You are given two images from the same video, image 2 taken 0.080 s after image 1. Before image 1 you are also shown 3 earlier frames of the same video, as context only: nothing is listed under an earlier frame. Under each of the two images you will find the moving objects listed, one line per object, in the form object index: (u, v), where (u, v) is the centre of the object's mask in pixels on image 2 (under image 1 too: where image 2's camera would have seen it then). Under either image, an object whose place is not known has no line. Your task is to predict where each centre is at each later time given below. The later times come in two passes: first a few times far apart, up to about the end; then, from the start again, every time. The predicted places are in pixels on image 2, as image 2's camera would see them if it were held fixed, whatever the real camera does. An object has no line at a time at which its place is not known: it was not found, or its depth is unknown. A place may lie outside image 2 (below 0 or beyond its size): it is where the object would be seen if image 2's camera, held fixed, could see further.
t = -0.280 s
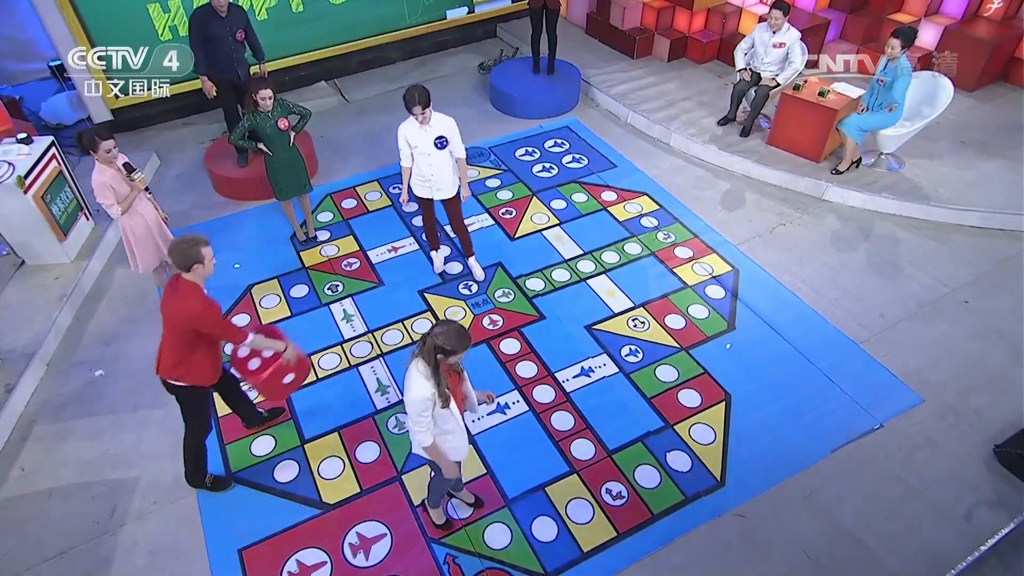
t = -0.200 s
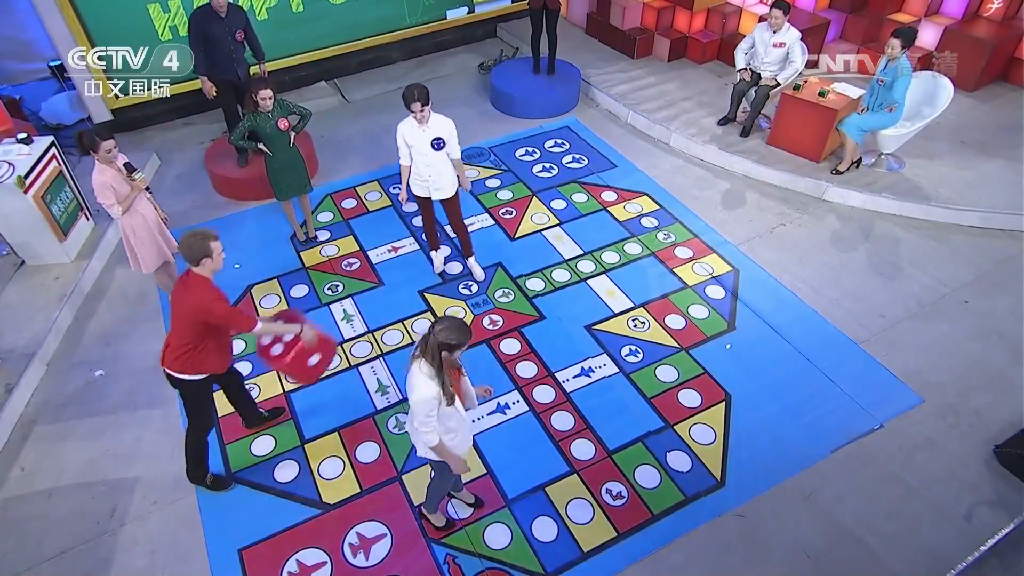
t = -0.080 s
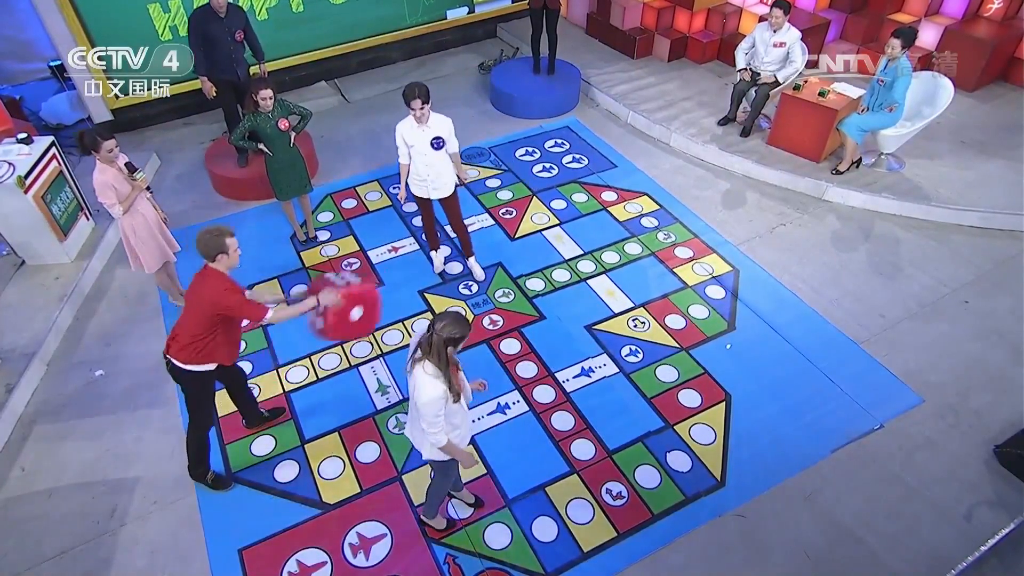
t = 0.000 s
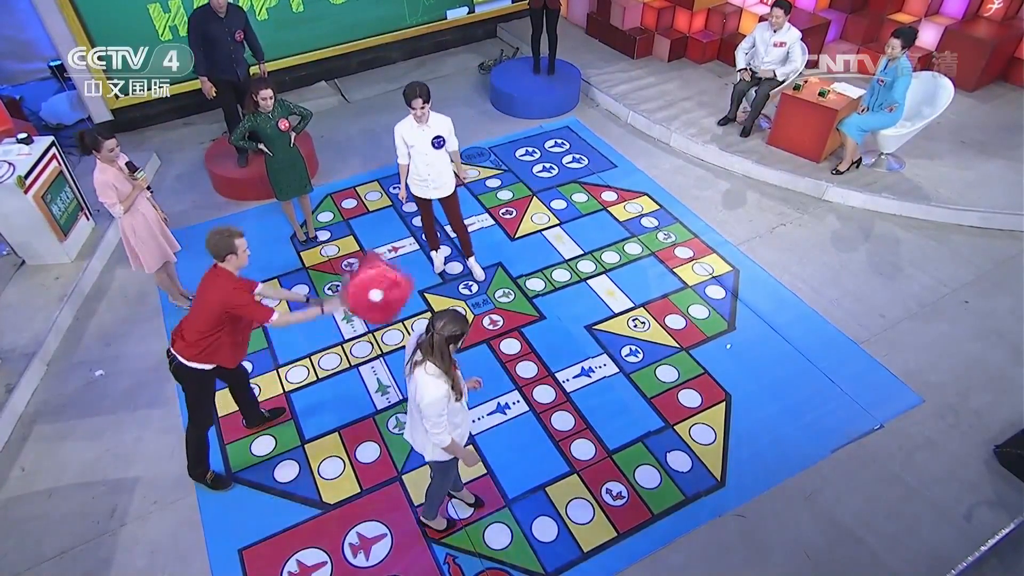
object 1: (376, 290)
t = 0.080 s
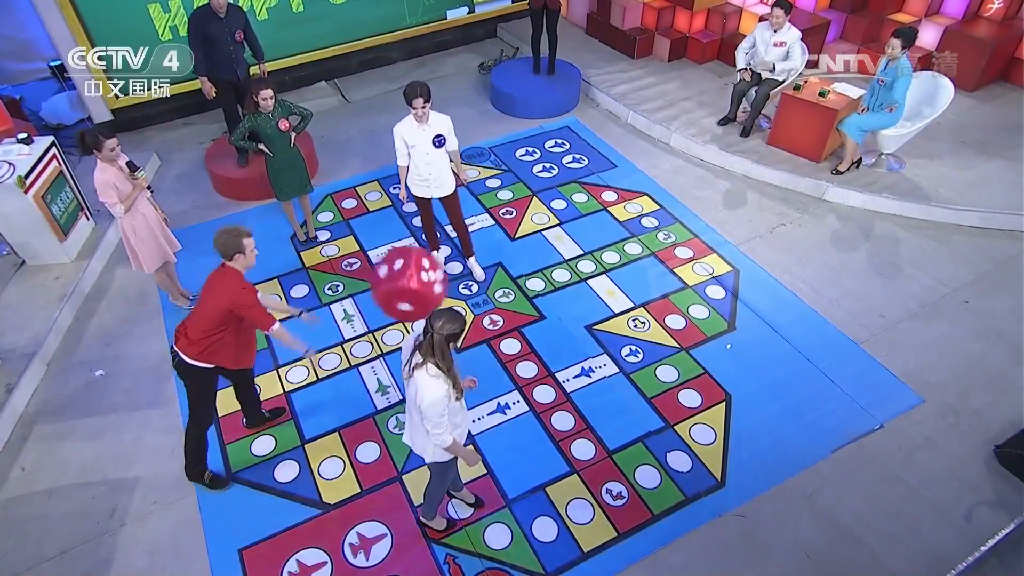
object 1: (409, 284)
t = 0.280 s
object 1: (484, 298)
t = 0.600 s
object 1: (562, 316)
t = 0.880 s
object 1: (610, 316)
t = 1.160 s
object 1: (642, 307)
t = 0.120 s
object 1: (425, 282)
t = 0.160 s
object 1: (439, 283)
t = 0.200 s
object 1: (456, 285)
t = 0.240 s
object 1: (470, 290)
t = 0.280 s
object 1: (484, 298)
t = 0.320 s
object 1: (499, 304)
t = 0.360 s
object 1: (511, 312)
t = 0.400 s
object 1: (524, 319)
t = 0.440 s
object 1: (533, 324)
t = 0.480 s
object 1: (541, 320)
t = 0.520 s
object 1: (549, 318)
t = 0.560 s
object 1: (555, 317)
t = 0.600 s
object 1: (562, 316)
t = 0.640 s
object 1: (570, 317)
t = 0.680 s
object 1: (577, 318)
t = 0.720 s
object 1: (583, 315)
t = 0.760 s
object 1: (590, 314)
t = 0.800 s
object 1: (596, 313)
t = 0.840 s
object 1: (602, 315)
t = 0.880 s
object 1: (610, 316)
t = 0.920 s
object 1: (614, 315)
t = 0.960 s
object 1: (620, 313)
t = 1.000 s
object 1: (624, 311)
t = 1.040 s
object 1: (629, 310)
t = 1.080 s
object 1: (633, 309)
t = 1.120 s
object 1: (638, 308)
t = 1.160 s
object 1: (642, 307)
